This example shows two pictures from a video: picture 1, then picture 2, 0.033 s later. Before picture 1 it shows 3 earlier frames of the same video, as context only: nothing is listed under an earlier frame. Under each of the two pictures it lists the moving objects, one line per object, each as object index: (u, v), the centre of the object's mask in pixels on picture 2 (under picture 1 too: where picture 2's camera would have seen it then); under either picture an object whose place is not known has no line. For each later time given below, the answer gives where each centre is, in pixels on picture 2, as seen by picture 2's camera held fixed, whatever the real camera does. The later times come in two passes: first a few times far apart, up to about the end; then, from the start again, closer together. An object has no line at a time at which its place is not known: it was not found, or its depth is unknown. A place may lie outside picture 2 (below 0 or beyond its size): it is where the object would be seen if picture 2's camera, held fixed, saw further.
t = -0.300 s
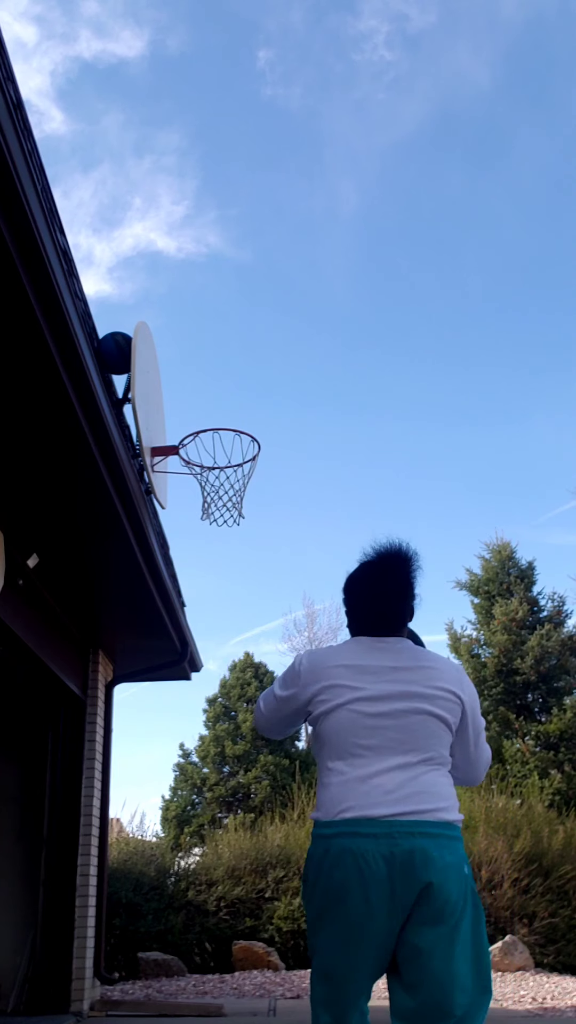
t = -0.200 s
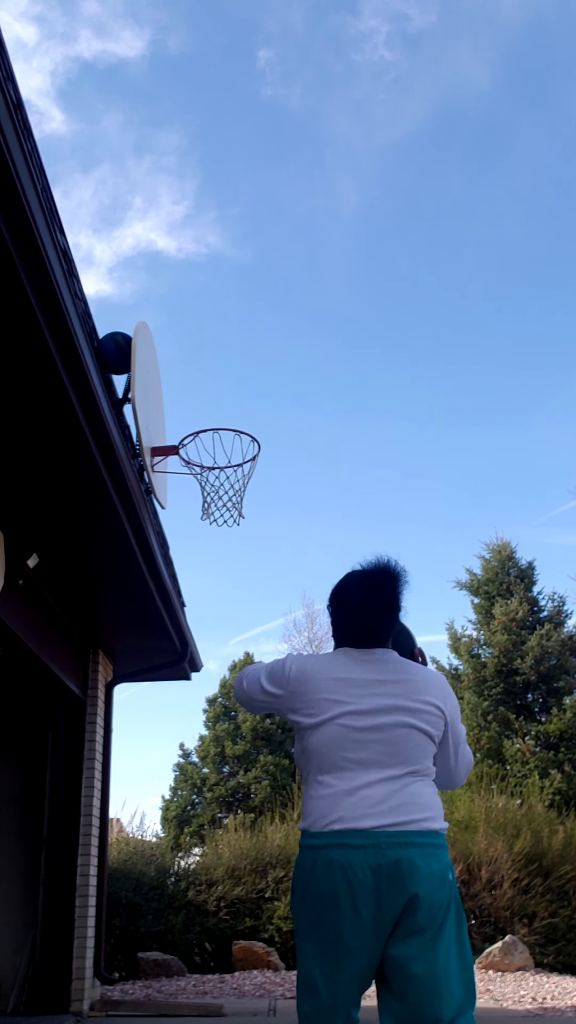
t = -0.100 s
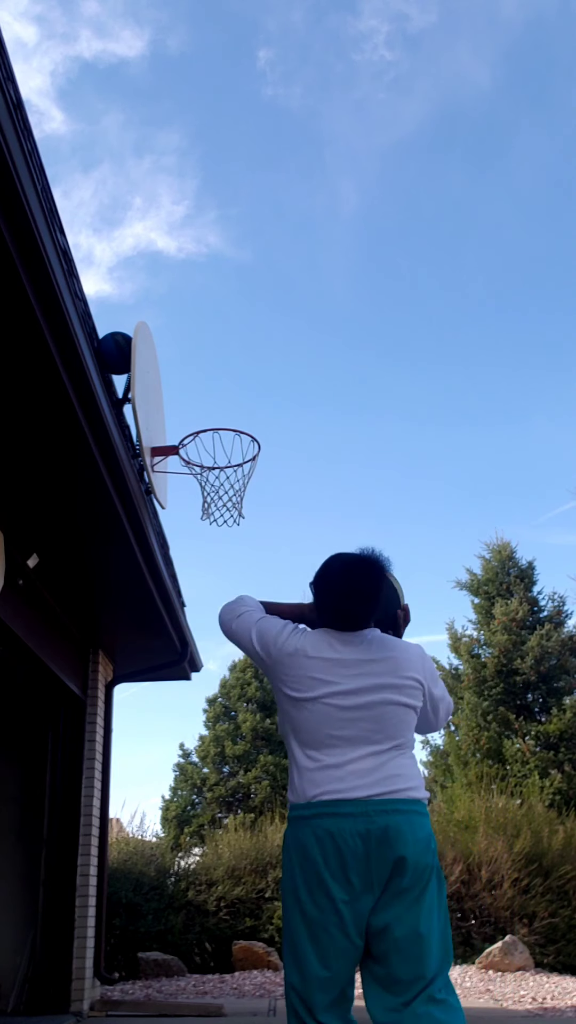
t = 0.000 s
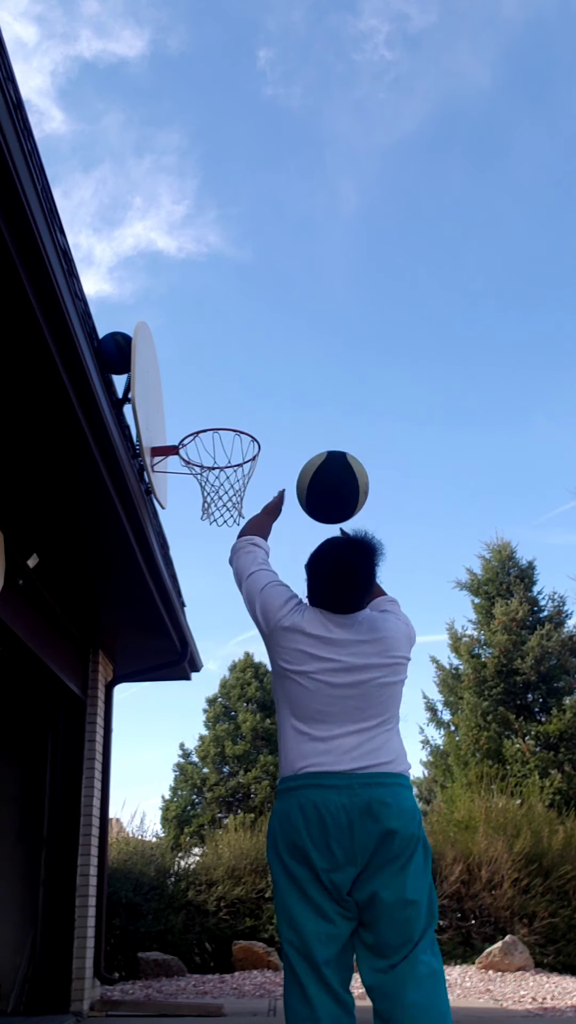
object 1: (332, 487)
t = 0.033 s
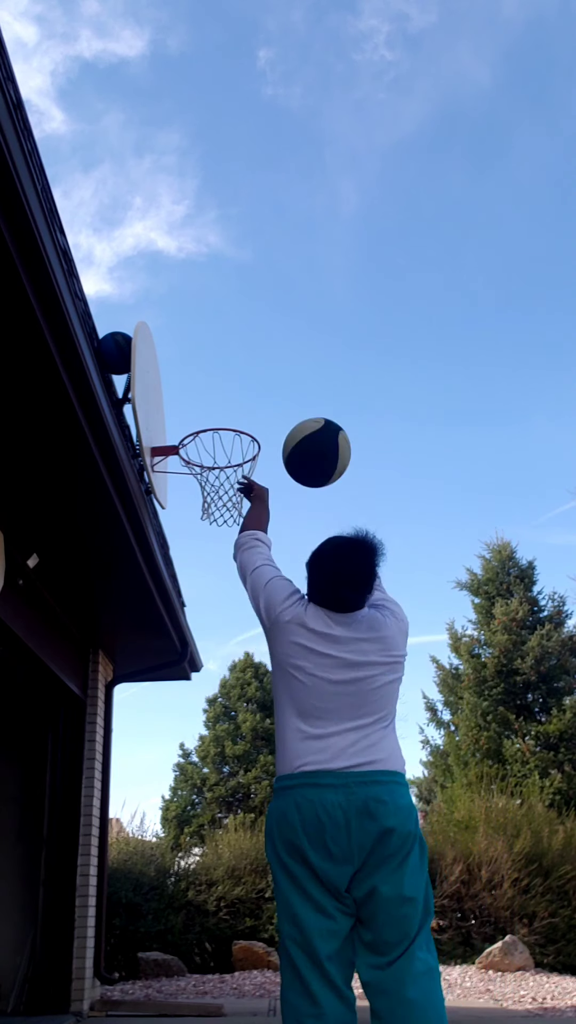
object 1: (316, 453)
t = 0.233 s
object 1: (248, 346)
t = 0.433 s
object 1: (206, 342)
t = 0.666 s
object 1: (171, 409)
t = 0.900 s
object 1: (223, 439)
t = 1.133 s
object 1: (281, 500)
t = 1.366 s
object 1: (342, 641)
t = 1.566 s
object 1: (404, 841)
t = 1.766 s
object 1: (462, 933)
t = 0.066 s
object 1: (302, 424)
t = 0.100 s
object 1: (289, 401)
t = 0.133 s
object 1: (277, 382)
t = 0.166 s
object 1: (267, 367)
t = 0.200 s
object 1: (257, 355)
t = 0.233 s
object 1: (248, 346)
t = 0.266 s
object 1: (240, 340)
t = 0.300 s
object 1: (232, 337)
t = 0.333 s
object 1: (225, 335)
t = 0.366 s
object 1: (219, 336)
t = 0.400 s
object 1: (213, 338)
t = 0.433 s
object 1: (206, 342)
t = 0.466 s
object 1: (201, 348)
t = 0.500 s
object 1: (195, 355)
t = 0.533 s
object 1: (190, 363)
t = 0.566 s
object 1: (185, 373)
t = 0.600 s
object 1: (180, 383)
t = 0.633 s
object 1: (176, 395)
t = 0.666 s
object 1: (171, 409)
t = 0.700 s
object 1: (174, 422)
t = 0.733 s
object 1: (181, 433)
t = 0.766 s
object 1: (189, 438)
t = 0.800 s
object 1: (197, 436)
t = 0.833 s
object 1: (206, 436)
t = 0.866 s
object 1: (214, 437)
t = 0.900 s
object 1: (223, 439)
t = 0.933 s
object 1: (231, 444)
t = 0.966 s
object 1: (239, 449)
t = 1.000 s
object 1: (247, 456)
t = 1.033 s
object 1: (256, 465)
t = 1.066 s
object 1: (264, 475)
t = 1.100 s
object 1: (272, 487)
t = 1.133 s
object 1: (281, 500)
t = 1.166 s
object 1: (289, 516)
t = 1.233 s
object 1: (306, 550)
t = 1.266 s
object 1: (314, 570)
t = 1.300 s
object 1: (323, 591)
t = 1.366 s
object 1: (342, 641)
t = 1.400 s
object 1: (351, 668)
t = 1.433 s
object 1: (361, 698)
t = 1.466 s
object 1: (371, 730)
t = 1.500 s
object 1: (382, 764)
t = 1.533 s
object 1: (393, 801)
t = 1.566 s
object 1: (404, 841)
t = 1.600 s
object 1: (415, 885)
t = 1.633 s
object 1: (428, 931)
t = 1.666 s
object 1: (441, 981)
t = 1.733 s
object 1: (457, 971)
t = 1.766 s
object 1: (462, 933)
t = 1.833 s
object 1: (472, 865)
